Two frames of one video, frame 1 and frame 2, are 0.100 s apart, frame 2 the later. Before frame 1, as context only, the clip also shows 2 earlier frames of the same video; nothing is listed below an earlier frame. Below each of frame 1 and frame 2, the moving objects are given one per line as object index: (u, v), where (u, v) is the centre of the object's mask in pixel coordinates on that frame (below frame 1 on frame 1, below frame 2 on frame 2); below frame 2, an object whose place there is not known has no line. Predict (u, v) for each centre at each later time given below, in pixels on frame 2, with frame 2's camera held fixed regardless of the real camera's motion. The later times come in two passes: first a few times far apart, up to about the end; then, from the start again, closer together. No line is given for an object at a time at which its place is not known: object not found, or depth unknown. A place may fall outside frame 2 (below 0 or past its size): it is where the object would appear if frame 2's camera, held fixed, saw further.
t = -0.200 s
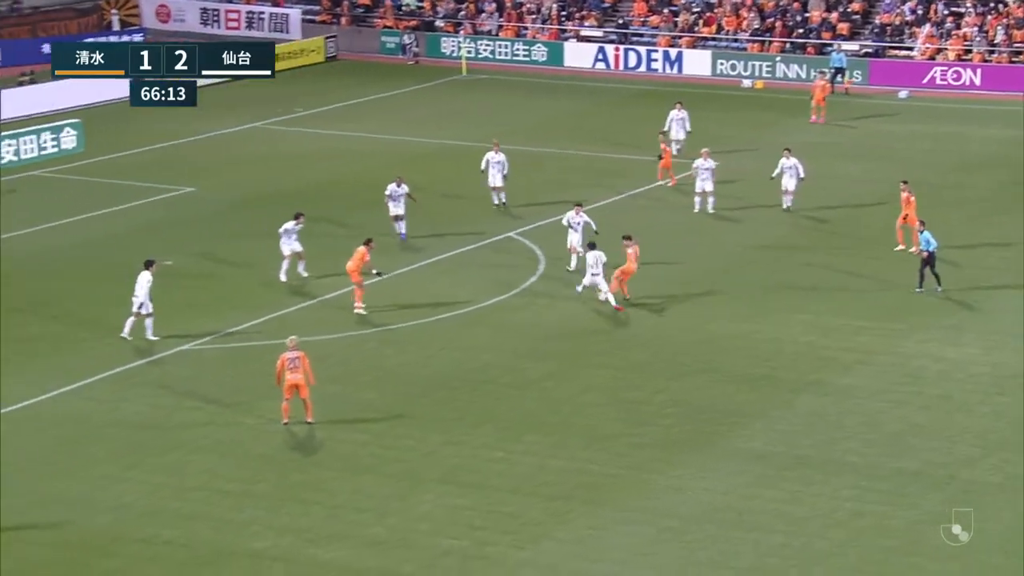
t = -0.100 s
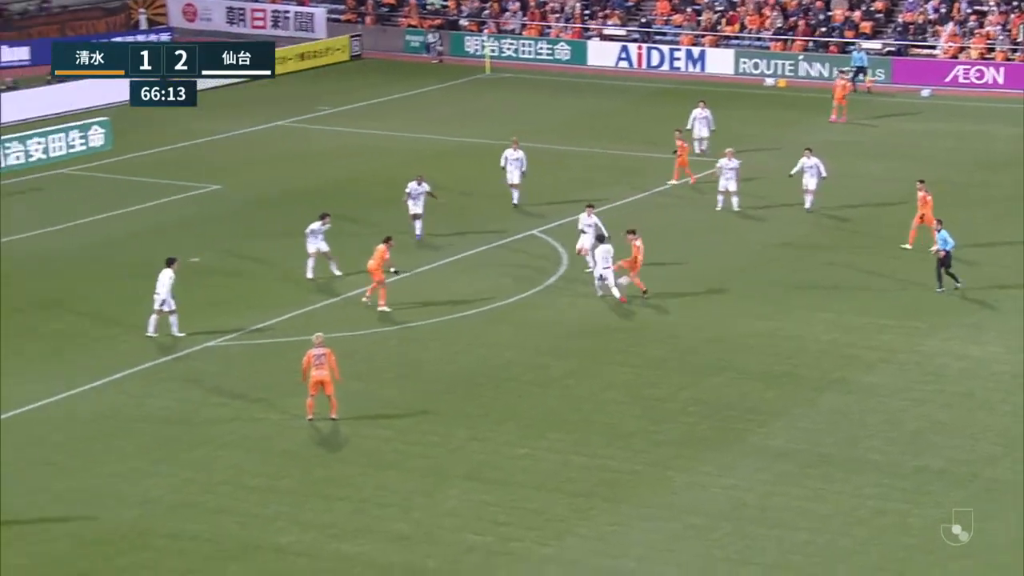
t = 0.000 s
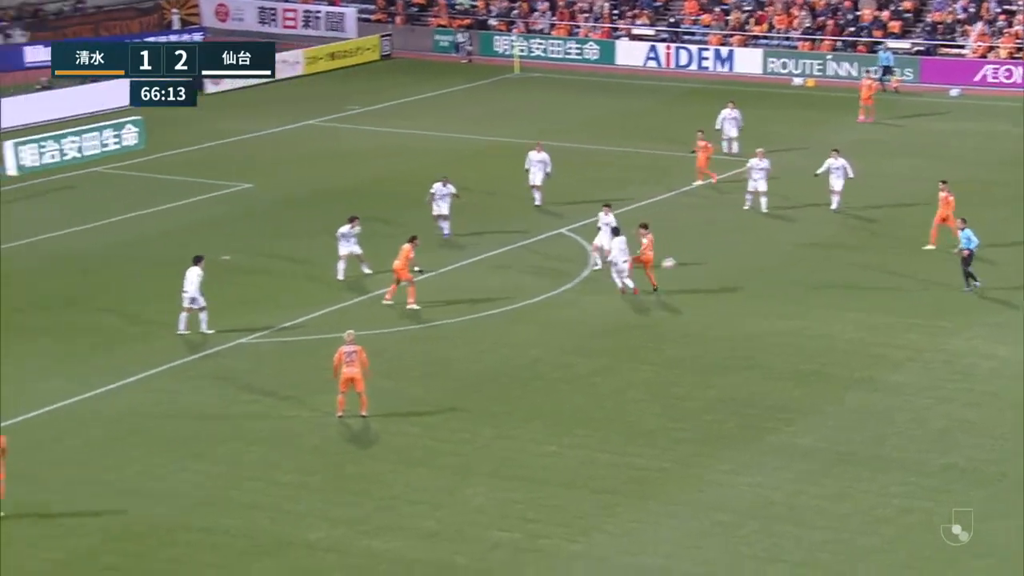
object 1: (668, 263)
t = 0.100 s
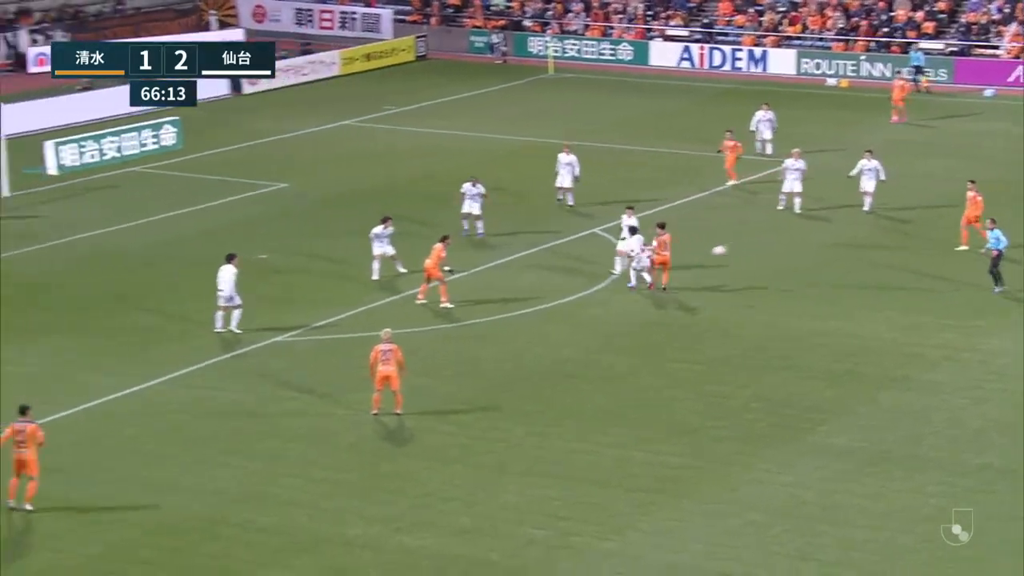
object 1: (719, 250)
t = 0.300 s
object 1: (752, 239)
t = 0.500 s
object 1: (786, 245)
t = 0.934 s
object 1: (858, 276)
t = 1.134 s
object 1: (893, 269)
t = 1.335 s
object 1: (929, 278)
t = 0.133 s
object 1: (725, 247)
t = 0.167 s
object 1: (731, 245)
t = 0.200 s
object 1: (737, 243)
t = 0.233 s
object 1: (742, 241)
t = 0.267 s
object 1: (748, 240)
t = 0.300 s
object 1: (752, 239)
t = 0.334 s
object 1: (759, 239)
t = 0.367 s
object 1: (764, 239)
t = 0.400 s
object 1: (770, 240)
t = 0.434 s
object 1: (775, 241)
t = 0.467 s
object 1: (781, 243)
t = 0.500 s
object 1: (786, 245)
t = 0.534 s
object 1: (792, 247)
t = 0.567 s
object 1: (797, 250)
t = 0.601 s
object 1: (803, 253)
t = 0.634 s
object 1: (808, 257)
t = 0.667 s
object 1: (813, 261)
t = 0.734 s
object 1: (824, 271)
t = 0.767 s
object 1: (829, 274)
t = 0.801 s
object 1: (834, 282)
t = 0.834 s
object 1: (840, 285)
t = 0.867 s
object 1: (845, 284)
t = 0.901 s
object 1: (852, 279)
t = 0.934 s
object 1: (858, 276)
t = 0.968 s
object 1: (864, 274)
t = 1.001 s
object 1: (870, 272)
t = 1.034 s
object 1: (876, 270)
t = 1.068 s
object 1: (882, 270)
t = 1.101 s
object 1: (887, 269)
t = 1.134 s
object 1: (893, 269)
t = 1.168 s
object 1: (899, 269)
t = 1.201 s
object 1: (905, 270)
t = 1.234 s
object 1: (911, 271)
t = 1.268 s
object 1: (917, 273)
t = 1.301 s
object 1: (922, 275)
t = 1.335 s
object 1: (929, 278)
